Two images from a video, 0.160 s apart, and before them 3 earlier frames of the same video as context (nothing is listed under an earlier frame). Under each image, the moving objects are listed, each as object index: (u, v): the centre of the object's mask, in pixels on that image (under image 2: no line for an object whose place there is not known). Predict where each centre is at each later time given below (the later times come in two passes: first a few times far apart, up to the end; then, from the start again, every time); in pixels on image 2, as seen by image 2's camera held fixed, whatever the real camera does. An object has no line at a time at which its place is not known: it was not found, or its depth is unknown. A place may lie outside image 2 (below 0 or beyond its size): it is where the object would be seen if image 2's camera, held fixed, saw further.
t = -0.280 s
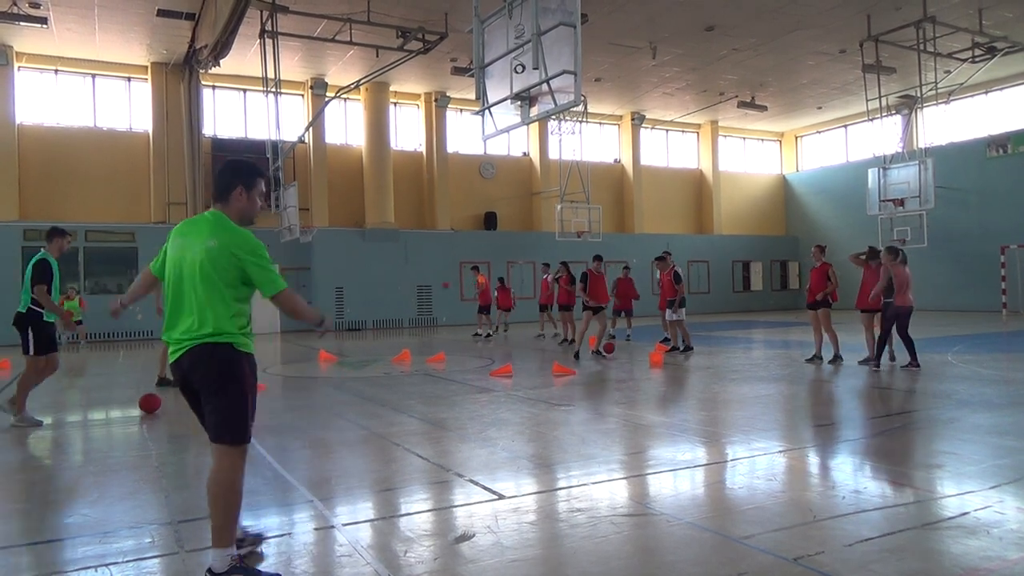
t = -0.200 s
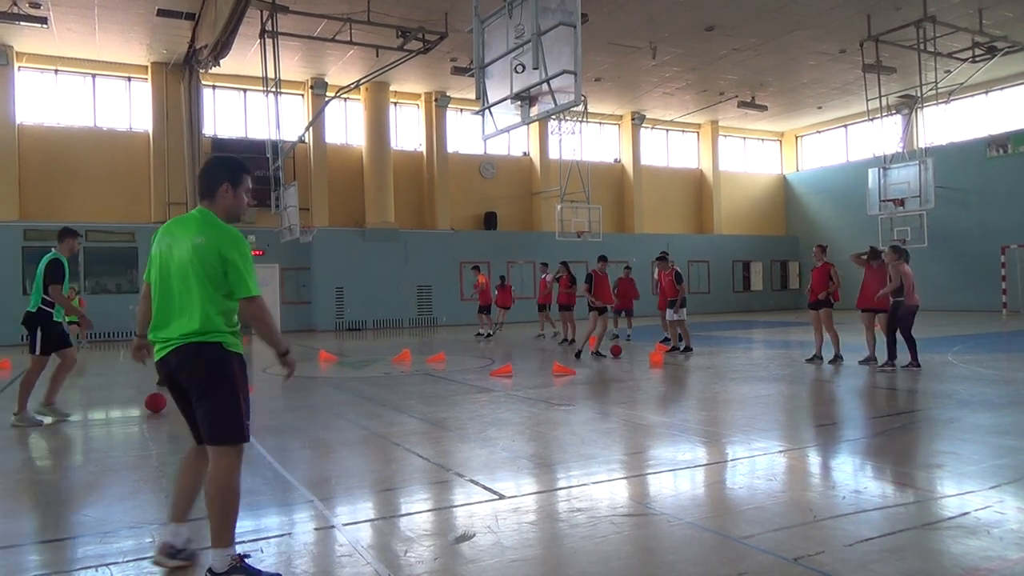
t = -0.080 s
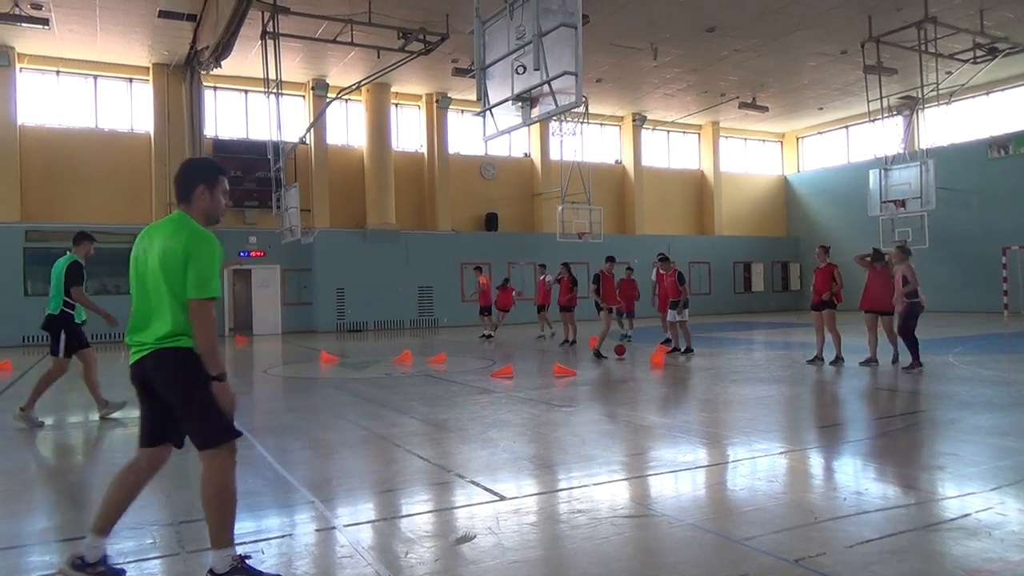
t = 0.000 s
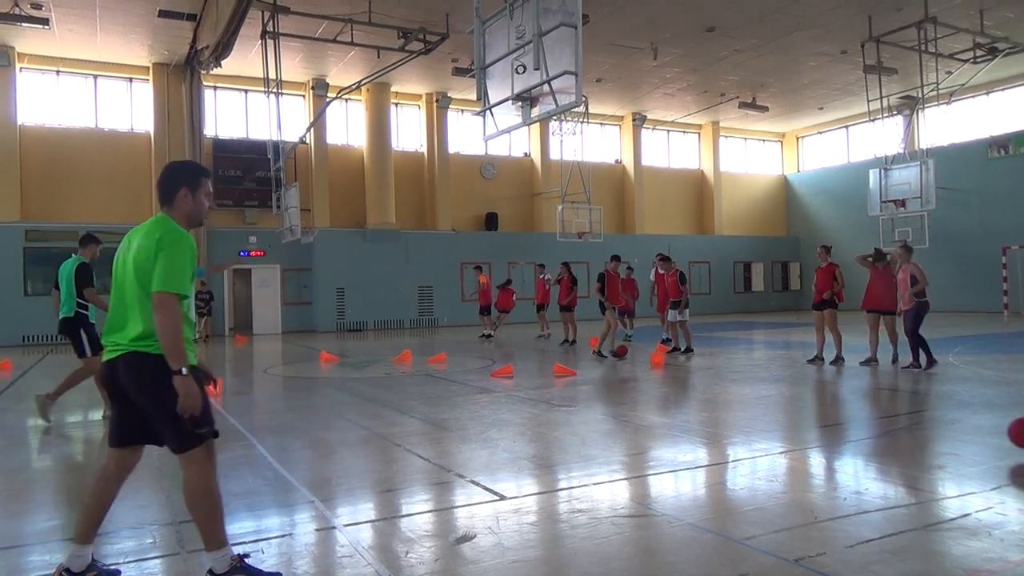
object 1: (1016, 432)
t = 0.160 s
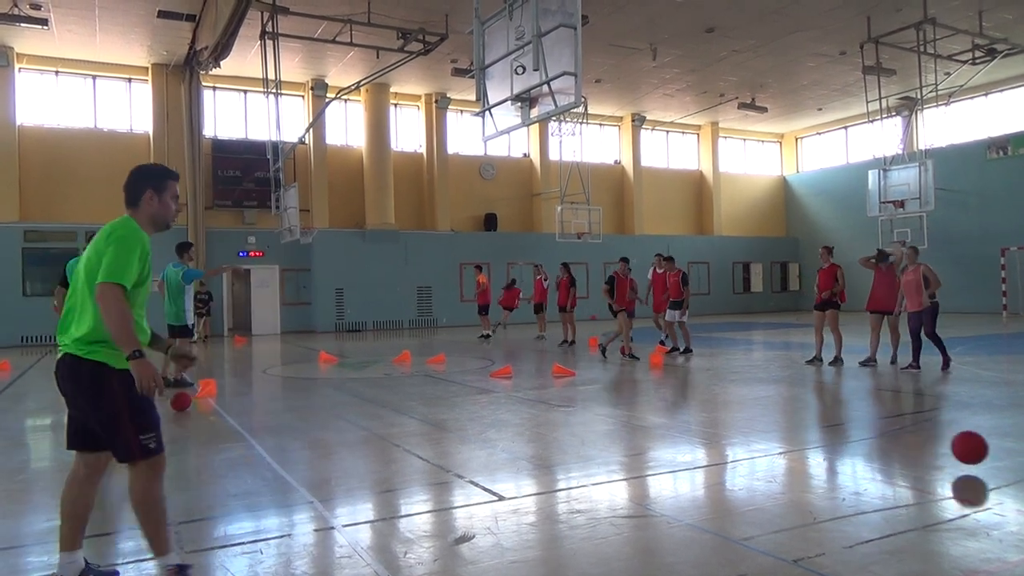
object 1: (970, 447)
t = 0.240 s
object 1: (941, 454)
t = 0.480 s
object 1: (843, 479)
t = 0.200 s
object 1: (956, 450)
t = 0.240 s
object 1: (941, 454)
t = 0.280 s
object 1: (926, 463)
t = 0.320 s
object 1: (910, 463)
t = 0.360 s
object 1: (894, 464)
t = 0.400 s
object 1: (878, 467)
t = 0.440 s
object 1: (861, 473)
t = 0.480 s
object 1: (843, 479)
